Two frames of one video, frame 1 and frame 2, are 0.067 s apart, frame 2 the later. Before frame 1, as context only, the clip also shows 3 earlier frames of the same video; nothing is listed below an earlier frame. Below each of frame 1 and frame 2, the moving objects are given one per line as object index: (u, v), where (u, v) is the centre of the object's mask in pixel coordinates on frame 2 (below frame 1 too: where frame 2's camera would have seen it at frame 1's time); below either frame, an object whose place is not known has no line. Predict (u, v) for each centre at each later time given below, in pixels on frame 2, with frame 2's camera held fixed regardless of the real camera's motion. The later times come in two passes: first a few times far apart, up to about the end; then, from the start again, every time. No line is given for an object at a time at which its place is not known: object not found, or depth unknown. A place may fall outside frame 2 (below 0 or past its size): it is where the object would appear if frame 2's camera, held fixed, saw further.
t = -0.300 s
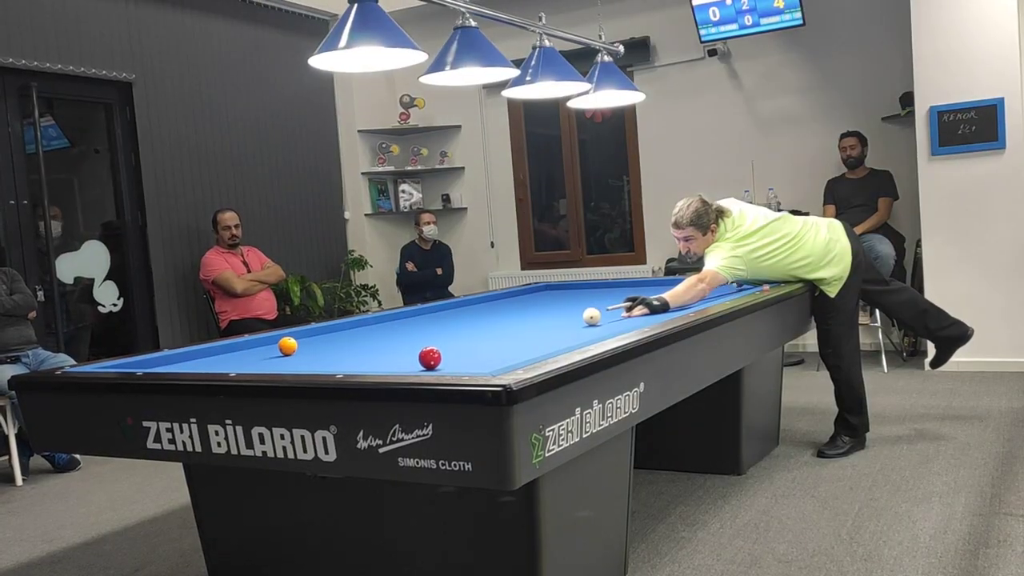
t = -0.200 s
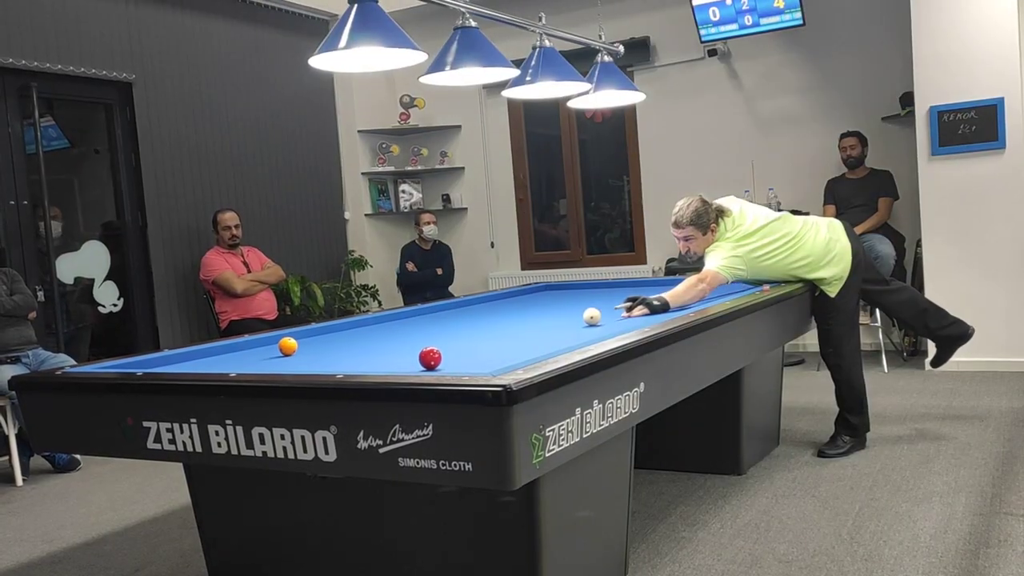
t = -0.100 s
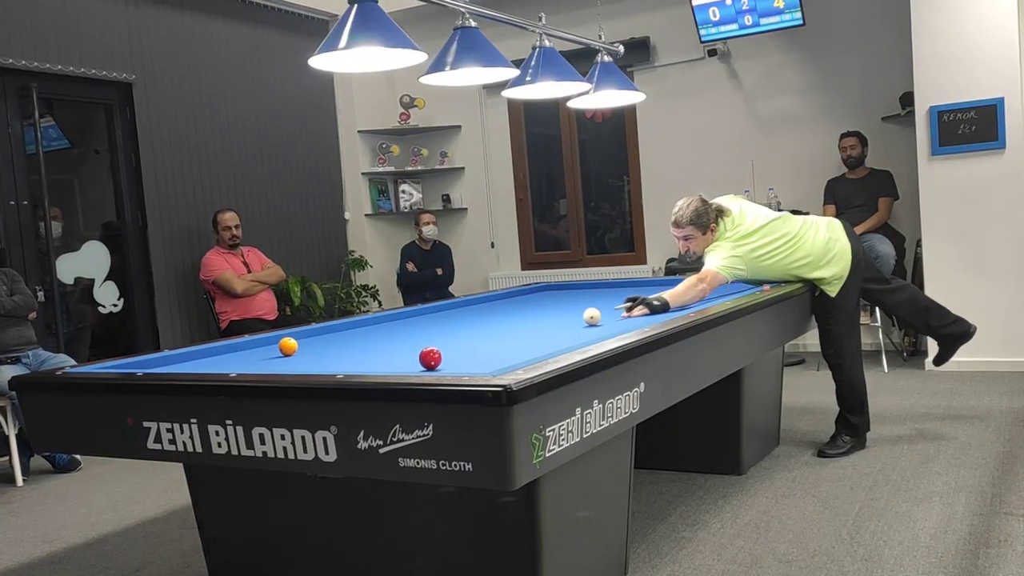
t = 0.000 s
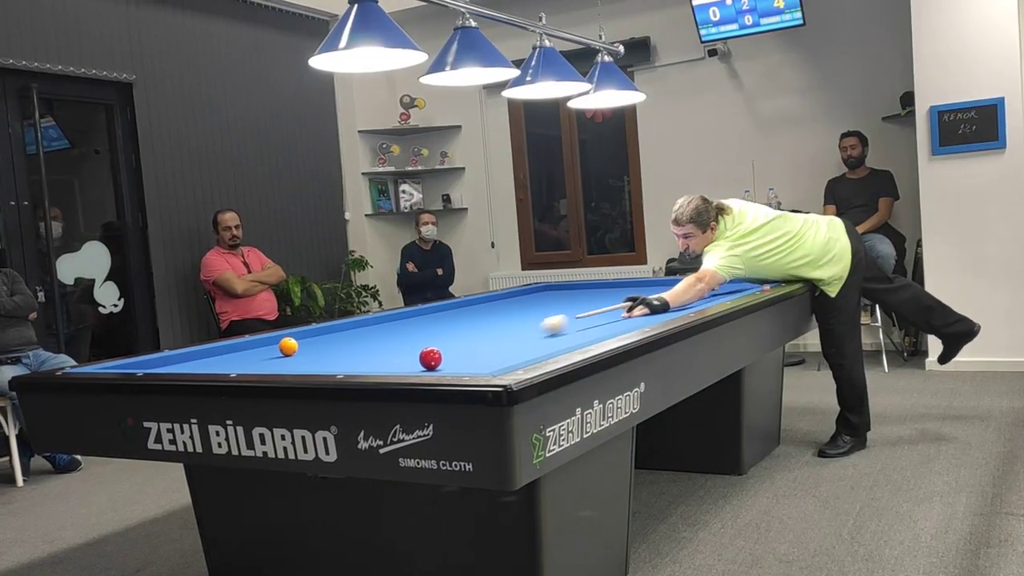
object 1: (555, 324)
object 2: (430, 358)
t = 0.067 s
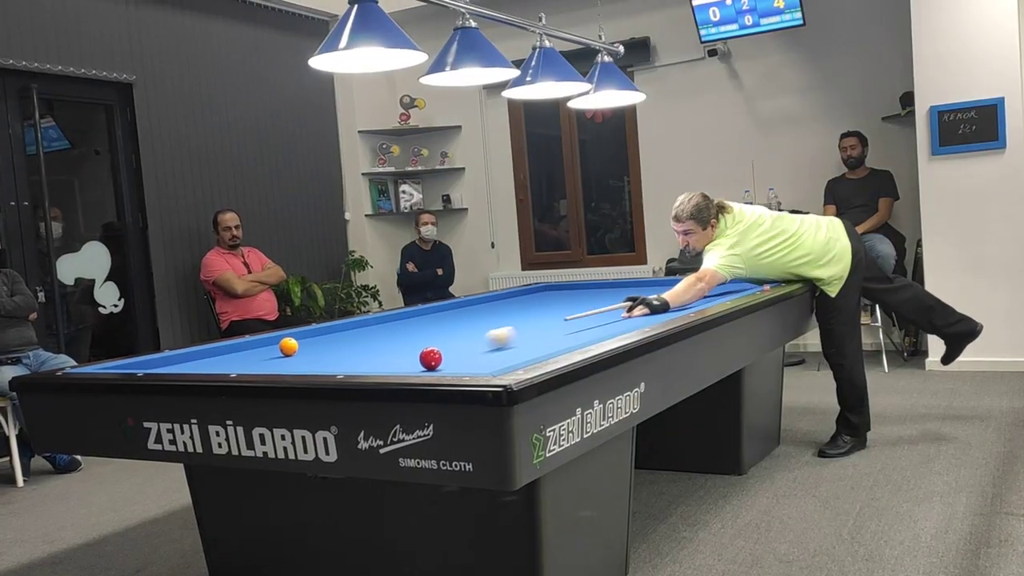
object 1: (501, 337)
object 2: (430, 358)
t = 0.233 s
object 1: (316, 366)
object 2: (450, 362)
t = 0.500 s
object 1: (378, 338)
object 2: (460, 366)
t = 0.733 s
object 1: (406, 322)
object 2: (431, 364)
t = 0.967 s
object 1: (423, 311)
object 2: (405, 361)
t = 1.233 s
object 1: (486, 300)
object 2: (380, 357)
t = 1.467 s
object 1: (546, 292)
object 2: (360, 353)
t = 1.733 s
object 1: (606, 284)
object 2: (341, 349)
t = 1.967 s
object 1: (625, 285)
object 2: (325, 346)
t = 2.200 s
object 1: (643, 288)
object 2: (312, 343)
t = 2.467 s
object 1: (666, 291)
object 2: (300, 339)
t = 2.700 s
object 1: (689, 294)
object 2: (286, 335)
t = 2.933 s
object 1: (714, 296)
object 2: (291, 333)
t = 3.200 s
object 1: (684, 302)
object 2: (321, 332)
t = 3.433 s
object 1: (640, 309)
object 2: (348, 329)
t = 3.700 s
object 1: (588, 316)
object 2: (376, 326)
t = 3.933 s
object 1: (541, 323)
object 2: (399, 324)
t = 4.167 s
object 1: (490, 330)
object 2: (422, 321)
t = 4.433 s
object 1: (431, 338)
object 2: (447, 319)
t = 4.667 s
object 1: (376, 345)
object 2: (468, 316)
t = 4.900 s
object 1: (319, 353)
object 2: (487, 314)
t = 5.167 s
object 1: (251, 361)
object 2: (509, 312)
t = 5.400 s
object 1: (188, 367)
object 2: (527, 310)
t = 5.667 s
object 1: (191, 363)
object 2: (546, 308)
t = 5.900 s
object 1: (192, 360)
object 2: (562, 306)
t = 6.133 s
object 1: (194, 356)
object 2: (578, 304)
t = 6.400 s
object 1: (205, 352)
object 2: (594, 302)
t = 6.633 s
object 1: (234, 348)
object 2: (608, 301)
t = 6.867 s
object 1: (262, 344)
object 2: (622, 299)
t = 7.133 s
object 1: (292, 337)
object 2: (636, 297)
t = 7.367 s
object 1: (316, 338)
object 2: (648, 296)
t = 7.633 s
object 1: (342, 335)
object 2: (661, 295)
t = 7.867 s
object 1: (365, 332)
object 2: (671, 293)
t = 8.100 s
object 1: (385, 329)
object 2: (681, 292)
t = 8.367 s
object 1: (408, 327)
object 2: (691, 291)
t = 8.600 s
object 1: (426, 325)
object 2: (700, 290)
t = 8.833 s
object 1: (444, 322)
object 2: (708, 289)
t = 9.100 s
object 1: (463, 320)
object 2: (717, 288)
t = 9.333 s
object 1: (478, 318)
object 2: (724, 287)
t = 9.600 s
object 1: (495, 316)
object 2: (731, 287)
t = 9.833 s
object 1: (509, 315)
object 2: (736, 286)
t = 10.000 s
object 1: (519, 313)
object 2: (740, 285)
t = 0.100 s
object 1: (470, 345)
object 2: (430, 358)
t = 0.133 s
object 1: (443, 350)
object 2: (430, 359)
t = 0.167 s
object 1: (401, 358)
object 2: (435, 359)
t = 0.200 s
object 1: (357, 362)
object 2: (442, 361)
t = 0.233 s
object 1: (316, 366)
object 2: (450, 362)
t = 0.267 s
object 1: (320, 364)
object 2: (458, 363)
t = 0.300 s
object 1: (331, 361)
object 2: (467, 365)
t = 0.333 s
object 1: (341, 357)
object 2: (475, 365)
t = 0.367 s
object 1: (350, 352)
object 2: (482, 366)
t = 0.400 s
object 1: (358, 348)
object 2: (483, 367)
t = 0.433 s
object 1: (365, 345)
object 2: (472, 367)
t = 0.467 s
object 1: (372, 341)
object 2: (466, 367)
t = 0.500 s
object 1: (378, 338)
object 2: (460, 366)
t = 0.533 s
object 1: (383, 335)
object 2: (456, 366)
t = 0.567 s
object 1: (388, 333)
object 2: (451, 365)
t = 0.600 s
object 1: (392, 330)
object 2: (447, 365)
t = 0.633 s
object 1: (397, 328)
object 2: (443, 365)
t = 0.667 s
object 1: (400, 326)
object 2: (439, 364)
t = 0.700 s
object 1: (404, 324)
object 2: (435, 364)
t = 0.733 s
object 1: (406, 322)
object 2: (431, 364)
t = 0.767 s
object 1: (409, 321)
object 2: (427, 363)
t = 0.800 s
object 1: (411, 319)
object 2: (423, 363)
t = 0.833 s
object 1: (414, 317)
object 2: (420, 362)
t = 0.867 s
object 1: (416, 315)
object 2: (416, 362)
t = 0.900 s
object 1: (418, 314)
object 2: (412, 362)
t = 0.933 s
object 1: (421, 313)
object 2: (409, 361)
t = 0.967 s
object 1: (423, 311)
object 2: (405, 361)
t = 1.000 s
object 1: (425, 310)
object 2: (402, 361)
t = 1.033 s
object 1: (427, 309)
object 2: (399, 360)
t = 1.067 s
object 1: (437, 307)
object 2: (395, 360)
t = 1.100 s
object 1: (447, 306)
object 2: (392, 359)
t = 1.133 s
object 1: (458, 305)
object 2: (389, 358)
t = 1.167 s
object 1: (468, 303)
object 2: (386, 358)
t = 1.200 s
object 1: (477, 302)
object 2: (383, 357)
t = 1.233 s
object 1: (486, 300)
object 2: (380, 357)
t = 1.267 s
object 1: (495, 299)
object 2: (377, 356)
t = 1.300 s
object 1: (504, 298)
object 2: (374, 356)
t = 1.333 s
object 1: (513, 297)
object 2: (372, 355)
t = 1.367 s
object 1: (521, 296)
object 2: (369, 355)
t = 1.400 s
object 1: (529, 295)
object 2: (366, 354)
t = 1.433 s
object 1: (537, 293)
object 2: (363, 354)
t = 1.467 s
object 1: (546, 292)
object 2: (360, 353)
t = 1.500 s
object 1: (554, 291)
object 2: (358, 353)
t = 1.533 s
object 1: (561, 290)
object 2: (355, 352)
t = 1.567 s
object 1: (569, 289)
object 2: (353, 352)
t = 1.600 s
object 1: (576, 288)
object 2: (350, 351)
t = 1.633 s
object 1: (584, 287)
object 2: (348, 351)
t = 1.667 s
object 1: (591, 286)
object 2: (346, 350)
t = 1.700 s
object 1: (599, 285)
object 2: (343, 350)
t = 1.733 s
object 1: (606, 284)
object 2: (341, 349)
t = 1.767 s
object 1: (613, 283)
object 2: (338, 349)
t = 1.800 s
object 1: (615, 283)
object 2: (336, 348)
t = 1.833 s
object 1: (617, 284)
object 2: (334, 348)
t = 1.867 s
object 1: (619, 284)
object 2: (332, 347)
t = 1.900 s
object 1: (621, 284)
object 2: (330, 347)
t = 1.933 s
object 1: (623, 285)
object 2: (327, 347)
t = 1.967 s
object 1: (625, 285)
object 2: (325, 346)
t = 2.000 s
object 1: (627, 285)
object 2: (323, 346)
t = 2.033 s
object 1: (630, 286)
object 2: (322, 345)
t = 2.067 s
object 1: (632, 286)
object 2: (319, 345)
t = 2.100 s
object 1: (635, 287)
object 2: (317, 345)
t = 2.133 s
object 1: (638, 287)
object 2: (316, 344)
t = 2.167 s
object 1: (640, 287)
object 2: (313, 344)
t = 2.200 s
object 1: (643, 288)
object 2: (312, 343)
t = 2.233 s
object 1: (646, 288)
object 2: (310, 343)
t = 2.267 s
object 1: (648, 289)
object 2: (308, 343)
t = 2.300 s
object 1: (651, 289)
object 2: (306, 342)
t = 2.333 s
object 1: (654, 289)
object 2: (305, 342)
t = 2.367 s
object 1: (657, 290)
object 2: (304, 341)
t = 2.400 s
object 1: (660, 290)
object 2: (302, 341)
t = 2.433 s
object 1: (663, 290)
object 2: (301, 340)
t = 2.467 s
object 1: (666, 291)
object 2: (300, 339)
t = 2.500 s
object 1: (669, 291)
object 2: (298, 338)
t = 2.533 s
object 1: (672, 292)
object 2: (297, 337)
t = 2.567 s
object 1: (675, 292)
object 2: (295, 337)
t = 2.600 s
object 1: (679, 292)
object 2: (293, 336)
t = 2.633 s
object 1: (682, 293)
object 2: (290, 335)
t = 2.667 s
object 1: (685, 293)
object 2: (288, 335)
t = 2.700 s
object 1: (689, 294)
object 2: (286, 335)
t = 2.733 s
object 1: (693, 294)
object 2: (284, 335)
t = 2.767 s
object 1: (696, 295)
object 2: (283, 335)
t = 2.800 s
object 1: (700, 295)
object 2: (281, 335)
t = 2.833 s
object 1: (703, 296)
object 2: (280, 335)
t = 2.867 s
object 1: (707, 296)
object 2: (281, 335)
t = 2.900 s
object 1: (711, 296)
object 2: (285, 334)
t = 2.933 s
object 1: (714, 296)
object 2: (291, 333)
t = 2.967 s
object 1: (718, 296)
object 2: (296, 334)
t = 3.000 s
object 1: (721, 296)
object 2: (299, 334)
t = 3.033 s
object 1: (715, 297)
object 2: (302, 334)
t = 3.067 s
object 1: (709, 298)
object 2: (307, 333)
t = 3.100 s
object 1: (703, 299)
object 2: (310, 333)
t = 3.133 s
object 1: (696, 300)
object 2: (314, 333)
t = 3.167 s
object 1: (690, 301)
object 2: (318, 332)
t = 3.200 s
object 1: (684, 302)
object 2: (321, 332)
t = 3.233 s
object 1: (678, 304)
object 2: (325, 332)
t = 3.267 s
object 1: (672, 305)
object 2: (329, 331)
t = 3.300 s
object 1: (665, 306)
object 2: (333, 331)
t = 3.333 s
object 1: (660, 307)
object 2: (337, 331)
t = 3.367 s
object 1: (654, 308)
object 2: (341, 330)
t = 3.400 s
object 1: (647, 308)
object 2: (344, 330)
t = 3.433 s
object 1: (640, 309)
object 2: (348, 329)
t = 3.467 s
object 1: (634, 310)
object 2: (351, 329)
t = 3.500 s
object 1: (628, 311)
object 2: (355, 329)
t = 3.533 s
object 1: (621, 312)
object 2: (358, 328)
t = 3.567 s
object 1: (615, 313)
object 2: (362, 327)
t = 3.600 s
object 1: (608, 314)
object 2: (365, 327)
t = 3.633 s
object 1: (602, 315)
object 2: (369, 327)
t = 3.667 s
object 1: (595, 316)
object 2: (372, 326)
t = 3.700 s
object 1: (588, 316)
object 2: (376, 326)
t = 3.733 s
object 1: (581, 317)
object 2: (379, 326)
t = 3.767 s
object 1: (575, 319)
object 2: (383, 325)
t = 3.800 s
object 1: (568, 320)
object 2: (386, 325)
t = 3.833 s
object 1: (561, 320)
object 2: (389, 325)
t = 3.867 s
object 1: (554, 321)
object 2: (393, 324)
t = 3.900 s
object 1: (547, 322)
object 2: (396, 324)
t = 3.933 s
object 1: (541, 323)
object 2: (399, 324)
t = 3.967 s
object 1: (533, 324)
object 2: (403, 323)
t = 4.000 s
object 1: (526, 325)
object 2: (406, 323)
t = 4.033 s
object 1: (519, 326)
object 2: (410, 322)
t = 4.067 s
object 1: (512, 327)
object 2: (413, 322)
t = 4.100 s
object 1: (505, 328)
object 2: (416, 322)
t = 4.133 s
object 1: (498, 329)
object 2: (419, 321)
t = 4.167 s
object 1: (490, 330)
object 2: (422, 321)
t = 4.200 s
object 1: (483, 331)
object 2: (426, 321)
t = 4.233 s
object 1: (476, 332)
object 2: (429, 320)
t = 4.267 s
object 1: (469, 333)
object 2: (432, 320)
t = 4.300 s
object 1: (461, 334)
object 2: (435, 320)
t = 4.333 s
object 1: (453, 335)
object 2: (438, 319)
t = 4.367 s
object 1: (446, 336)
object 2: (441, 319)
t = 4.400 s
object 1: (439, 337)
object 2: (444, 319)
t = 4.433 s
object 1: (431, 338)
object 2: (447, 319)
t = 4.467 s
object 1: (423, 339)
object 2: (450, 318)
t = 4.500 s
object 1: (415, 340)
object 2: (453, 318)
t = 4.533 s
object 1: (408, 341)
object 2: (456, 317)
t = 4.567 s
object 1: (400, 342)
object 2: (459, 317)
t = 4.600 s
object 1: (392, 343)
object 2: (462, 317)
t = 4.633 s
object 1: (384, 344)
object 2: (465, 317)
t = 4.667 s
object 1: (376, 345)
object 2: (468, 316)
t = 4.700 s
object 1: (369, 346)
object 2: (470, 316)
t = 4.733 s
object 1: (360, 348)
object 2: (473, 316)
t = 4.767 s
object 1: (352, 348)
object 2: (476, 315)
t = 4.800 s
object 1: (345, 350)
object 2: (479, 315)
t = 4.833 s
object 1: (336, 351)
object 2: (482, 315)
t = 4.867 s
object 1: (328, 352)
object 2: (484, 314)
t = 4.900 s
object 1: (319, 353)
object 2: (487, 314)
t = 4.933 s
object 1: (311, 354)
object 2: (490, 314)
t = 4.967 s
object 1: (303, 356)
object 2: (493, 313)
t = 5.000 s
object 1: (294, 357)
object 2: (495, 313)
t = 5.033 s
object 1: (285, 358)
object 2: (498, 313)
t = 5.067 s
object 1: (277, 359)
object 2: (501, 313)
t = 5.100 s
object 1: (268, 360)
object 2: (504, 312)
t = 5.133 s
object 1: (259, 361)
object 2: (506, 312)
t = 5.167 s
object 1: (251, 361)
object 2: (509, 312)
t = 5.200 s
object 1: (242, 362)
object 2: (511, 311)
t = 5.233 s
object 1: (233, 363)
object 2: (514, 311)
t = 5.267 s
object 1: (224, 364)
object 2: (517, 311)
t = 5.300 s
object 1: (215, 364)
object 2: (519, 311)
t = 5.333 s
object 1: (206, 365)
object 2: (521, 310)
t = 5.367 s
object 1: (197, 366)
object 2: (524, 310)
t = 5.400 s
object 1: (188, 367)
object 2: (527, 310)
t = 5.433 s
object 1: (189, 366)
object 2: (529, 309)
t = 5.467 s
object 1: (189, 365)
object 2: (532, 309)
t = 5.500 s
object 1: (190, 365)
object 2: (534, 309)
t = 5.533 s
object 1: (190, 365)
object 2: (536, 308)
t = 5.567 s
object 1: (190, 364)
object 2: (539, 308)
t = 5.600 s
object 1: (191, 364)
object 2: (541, 308)
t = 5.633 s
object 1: (191, 363)
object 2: (544, 308)
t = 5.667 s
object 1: (191, 363)
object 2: (546, 308)
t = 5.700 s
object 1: (191, 363)
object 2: (548, 307)
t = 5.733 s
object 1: (191, 362)
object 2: (551, 307)
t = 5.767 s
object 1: (191, 361)
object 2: (553, 307)
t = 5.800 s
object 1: (192, 361)
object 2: (555, 306)
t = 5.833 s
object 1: (192, 361)
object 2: (558, 306)
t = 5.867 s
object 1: (192, 360)
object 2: (560, 306)
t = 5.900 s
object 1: (192, 360)
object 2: (562, 306)
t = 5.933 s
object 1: (193, 360)
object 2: (564, 306)
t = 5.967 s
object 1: (193, 359)
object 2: (567, 305)
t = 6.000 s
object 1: (193, 359)
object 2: (569, 305)
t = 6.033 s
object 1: (193, 358)
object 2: (571, 305)
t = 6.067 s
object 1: (193, 357)
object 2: (573, 305)
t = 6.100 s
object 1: (194, 357)
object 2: (575, 304)
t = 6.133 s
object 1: (194, 356)
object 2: (578, 304)
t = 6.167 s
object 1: (194, 356)
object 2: (580, 304)
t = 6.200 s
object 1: (194, 355)
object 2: (582, 304)
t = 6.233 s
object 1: (194, 354)
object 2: (584, 303)
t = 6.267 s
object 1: (195, 354)
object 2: (586, 303)
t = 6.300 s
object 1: (195, 353)
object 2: (588, 303)
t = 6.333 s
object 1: (196, 353)
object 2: (590, 303)
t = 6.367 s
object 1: (200, 352)
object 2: (592, 302)
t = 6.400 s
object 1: (205, 352)
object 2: (594, 302)
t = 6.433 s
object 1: (209, 351)
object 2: (596, 302)
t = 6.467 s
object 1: (214, 350)
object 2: (598, 302)
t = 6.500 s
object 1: (218, 350)
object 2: (600, 301)
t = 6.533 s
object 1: (222, 349)
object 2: (602, 301)
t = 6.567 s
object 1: (226, 349)
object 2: (604, 301)
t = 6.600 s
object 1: (230, 348)
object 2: (606, 301)
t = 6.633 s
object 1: (234, 348)
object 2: (608, 301)
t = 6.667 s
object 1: (238, 347)
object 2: (610, 300)
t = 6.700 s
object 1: (242, 347)
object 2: (612, 300)
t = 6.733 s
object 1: (246, 346)
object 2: (614, 300)
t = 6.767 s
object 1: (250, 346)
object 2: (616, 300)
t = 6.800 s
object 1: (254, 346)
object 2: (618, 299)
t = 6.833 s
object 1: (258, 345)
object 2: (620, 299)
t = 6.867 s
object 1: (262, 344)
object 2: (622, 299)
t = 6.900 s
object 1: (265, 344)
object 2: (623, 299)
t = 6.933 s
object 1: (269, 344)
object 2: (625, 299)
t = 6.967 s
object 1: (272, 343)
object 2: (627, 298)
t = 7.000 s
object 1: (275, 342)
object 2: (629, 298)
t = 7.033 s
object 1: (277, 340)
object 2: (631, 298)
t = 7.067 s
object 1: (282, 338)
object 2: (632, 298)
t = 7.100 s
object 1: (286, 337)
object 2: (634, 298)
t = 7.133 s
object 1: (292, 337)
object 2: (636, 297)
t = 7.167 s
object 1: (297, 338)
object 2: (638, 297)
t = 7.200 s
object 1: (300, 339)
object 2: (639, 297)
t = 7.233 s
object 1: (303, 339)
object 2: (641, 297)
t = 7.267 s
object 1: (305, 339)
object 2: (643, 297)
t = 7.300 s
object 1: (309, 339)
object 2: (645, 297)
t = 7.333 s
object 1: (313, 338)
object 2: (646, 296)
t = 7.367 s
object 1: (316, 338)
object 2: (648, 296)
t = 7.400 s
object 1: (319, 337)
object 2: (649, 296)
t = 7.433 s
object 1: (323, 337)
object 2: (651, 296)
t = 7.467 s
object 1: (326, 337)
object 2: (653, 296)
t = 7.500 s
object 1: (329, 336)
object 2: (654, 295)
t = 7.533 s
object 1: (333, 336)
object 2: (656, 295)
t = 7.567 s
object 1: (336, 336)
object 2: (657, 295)
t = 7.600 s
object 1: (339, 335)
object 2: (659, 295)
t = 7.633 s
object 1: (342, 335)
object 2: (661, 295)
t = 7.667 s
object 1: (346, 335)
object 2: (662, 295)
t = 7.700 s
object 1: (349, 334)
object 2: (664, 294)
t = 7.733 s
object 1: (352, 334)
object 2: (665, 294)
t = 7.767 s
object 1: (355, 334)
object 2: (666, 294)
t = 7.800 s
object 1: (358, 333)
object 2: (668, 294)
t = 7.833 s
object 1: (361, 333)
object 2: (670, 294)
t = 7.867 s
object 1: (365, 332)
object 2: (671, 293)
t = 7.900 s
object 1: (367, 332)
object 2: (672, 293)
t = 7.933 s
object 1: (370, 331)
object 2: (674, 293)
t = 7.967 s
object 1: (373, 331)
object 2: (675, 293)
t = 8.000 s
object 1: (377, 331)
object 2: (677, 293)
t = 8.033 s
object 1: (379, 330)
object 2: (678, 293)
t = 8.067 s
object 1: (382, 330)
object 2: (679, 293)
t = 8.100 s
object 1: (385, 329)
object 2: (681, 292)
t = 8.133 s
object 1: (388, 329)
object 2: (682, 292)
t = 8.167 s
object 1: (391, 329)
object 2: (684, 292)
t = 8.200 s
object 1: (394, 329)
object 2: (685, 292)
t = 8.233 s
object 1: (396, 328)
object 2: (686, 292)
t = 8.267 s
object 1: (399, 328)
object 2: (687, 292)
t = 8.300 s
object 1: (402, 328)
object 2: (689, 291)
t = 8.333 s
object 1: (405, 327)
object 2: (690, 291)
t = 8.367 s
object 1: (408, 327)
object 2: (691, 291)
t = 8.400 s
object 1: (410, 326)
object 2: (693, 291)
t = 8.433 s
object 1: (413, 326)
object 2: (694, 291)
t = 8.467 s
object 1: (416, 326)
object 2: (695, 291)
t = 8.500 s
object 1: (418, 326)
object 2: (697, 290)
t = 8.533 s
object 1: (421, 325)
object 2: (698, 290)
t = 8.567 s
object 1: (423, 325)
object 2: (699, 290)
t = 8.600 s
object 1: (426, 325)
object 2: (700, 290)
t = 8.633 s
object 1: (429, 324)
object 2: (701, 290)
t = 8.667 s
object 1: (431, 324)
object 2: (702, 290)
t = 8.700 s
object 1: (434, 324)
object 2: (704, 290)
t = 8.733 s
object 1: (436, 323)
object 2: (705, 290)
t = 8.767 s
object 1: (439, 323)
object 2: (706, 290)
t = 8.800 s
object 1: (441, 323)
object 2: (707, 289)
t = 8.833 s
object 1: (444, 322)
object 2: (708, 289)
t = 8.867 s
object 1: (446, 322)
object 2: (709, 289)
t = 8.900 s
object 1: (448, 322)
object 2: (710, 289)
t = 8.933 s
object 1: (451, 322)
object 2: (711, 289)
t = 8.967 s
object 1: (453, 321)
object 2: (713, 289)
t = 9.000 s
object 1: (456, 321)
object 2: (714, 289)
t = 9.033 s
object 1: (458, 321)
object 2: (715, 289)
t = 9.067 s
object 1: (460, 320)
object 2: (716, 288)
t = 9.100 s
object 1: (463, 320)
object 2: (717, 288)
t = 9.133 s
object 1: (465, 320)
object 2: (718, 288)
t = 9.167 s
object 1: (467, 319)
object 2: (719, 288)
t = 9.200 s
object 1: (470, 319)
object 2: (720, 288)
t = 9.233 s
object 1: (472, 319)
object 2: (721, 288)
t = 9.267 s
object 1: (474, 319)
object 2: (722, 287)
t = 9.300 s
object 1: (476, 318)
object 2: (723, 287)
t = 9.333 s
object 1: (478, 318)
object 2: (724, 287)
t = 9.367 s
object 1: (481, 318)
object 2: (725, 287)
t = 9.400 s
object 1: (483, 318)
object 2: (726, 287)
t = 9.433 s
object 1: (485, 318)
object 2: (726, 287)
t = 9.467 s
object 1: (487, 317)
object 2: (727, 287)
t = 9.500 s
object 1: (489, 317)
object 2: (728, 287)
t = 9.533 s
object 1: (491, 317)
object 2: (729, 287)
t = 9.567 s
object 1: (493, 316)
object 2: (730, 287)
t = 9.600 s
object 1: (495, 316)
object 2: (731, 287)
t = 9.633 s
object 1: (497, 316)
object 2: (732, 287)
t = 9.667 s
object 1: (499, 316)
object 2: (732, 287)
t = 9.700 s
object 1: (501, 316)
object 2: (733, 286)
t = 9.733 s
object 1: (503, 315)
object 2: (734, 286)
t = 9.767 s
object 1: (505, 315)
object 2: (735, 286)
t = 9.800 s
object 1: (507, 315)
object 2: (736, 286)
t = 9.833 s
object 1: (509, 315)
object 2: (736, 286)
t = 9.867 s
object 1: (511, 314)
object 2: (737, 286)
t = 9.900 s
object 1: (513, 314)
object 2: (738, 286)
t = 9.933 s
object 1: (515, 314)
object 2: (739, 286)
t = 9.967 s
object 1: (517, 314)
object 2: (739, 286)
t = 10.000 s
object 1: (519, 313)
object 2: (740, 285)
